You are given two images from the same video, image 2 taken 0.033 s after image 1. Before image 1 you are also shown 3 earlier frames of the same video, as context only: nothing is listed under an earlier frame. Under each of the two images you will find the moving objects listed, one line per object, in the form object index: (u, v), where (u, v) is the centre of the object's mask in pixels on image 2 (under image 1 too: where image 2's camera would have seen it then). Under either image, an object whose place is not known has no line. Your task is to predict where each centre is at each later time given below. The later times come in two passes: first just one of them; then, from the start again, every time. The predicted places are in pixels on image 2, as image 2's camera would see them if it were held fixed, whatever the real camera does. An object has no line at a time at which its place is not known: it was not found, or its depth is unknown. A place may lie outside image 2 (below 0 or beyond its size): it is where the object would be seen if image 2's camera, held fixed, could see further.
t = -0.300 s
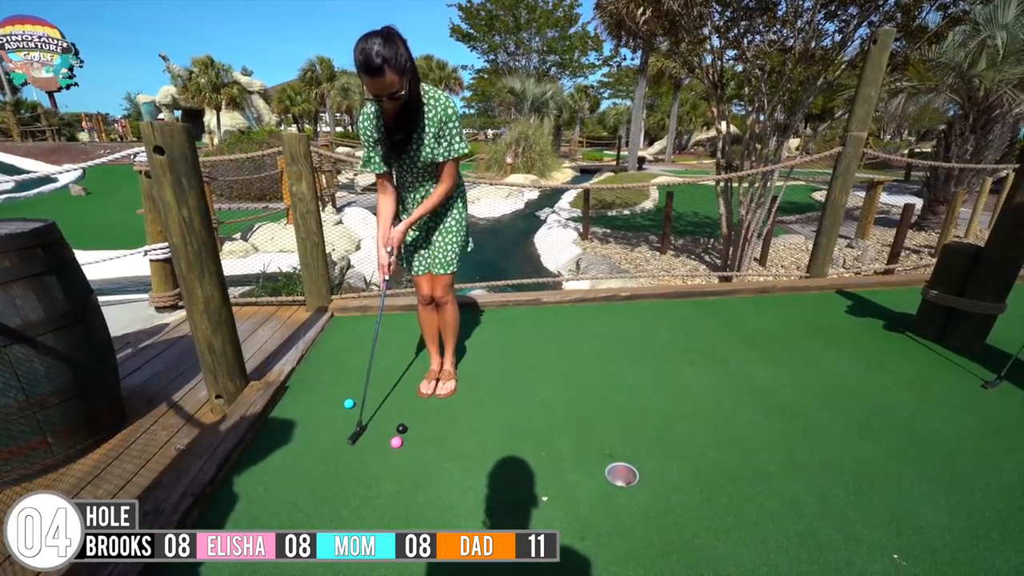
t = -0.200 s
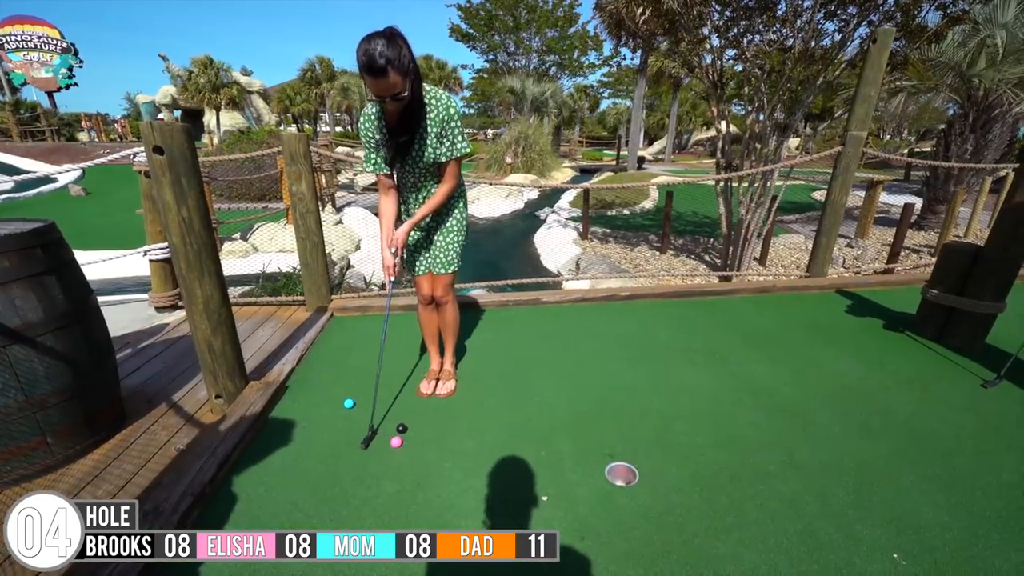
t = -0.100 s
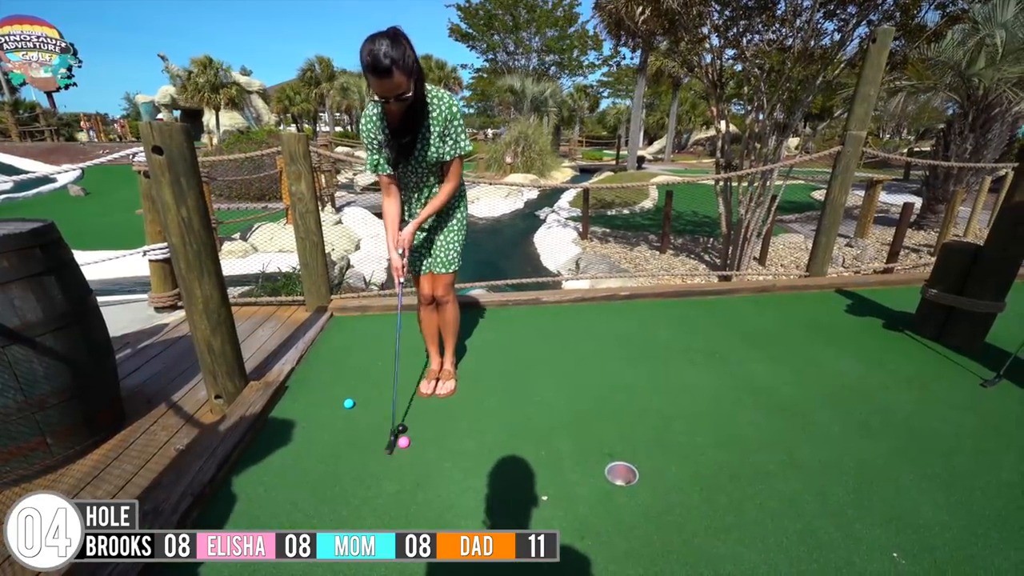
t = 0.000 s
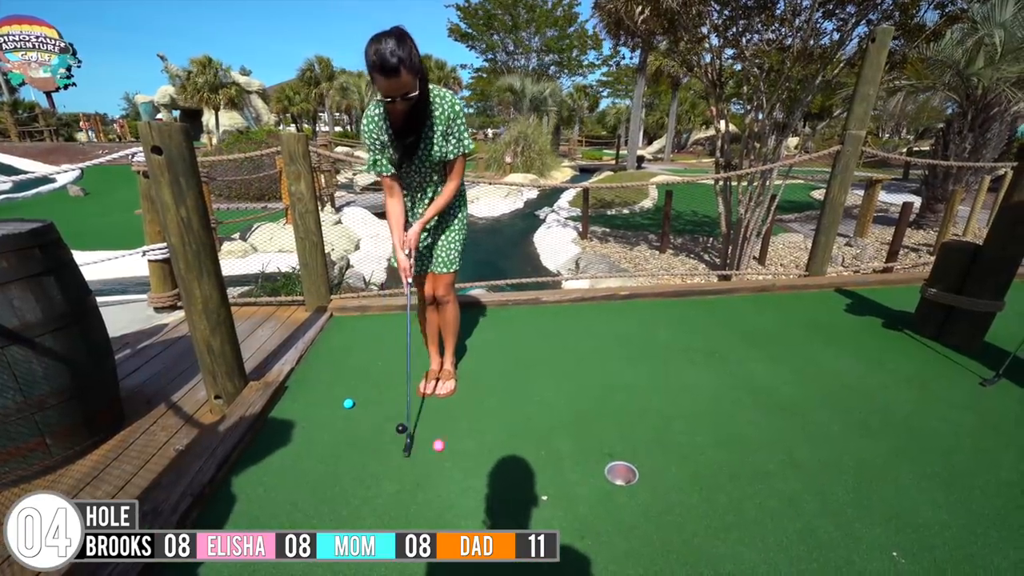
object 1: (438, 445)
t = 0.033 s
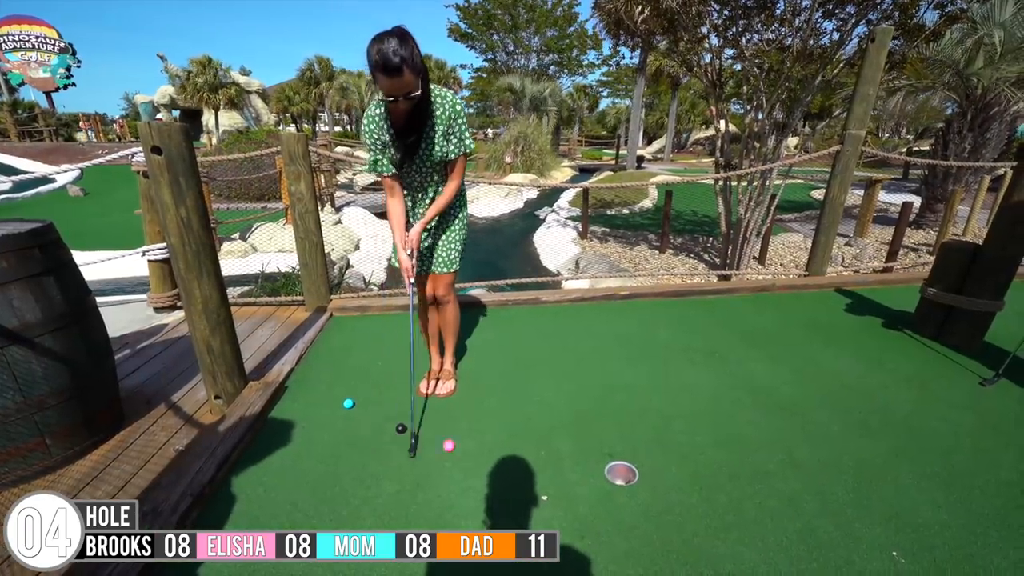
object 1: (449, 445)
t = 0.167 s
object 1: (485, 449)
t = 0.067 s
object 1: (458, 446)
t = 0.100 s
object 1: (467, 447)
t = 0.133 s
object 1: (476, 448)
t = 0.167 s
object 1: (485, 449)
